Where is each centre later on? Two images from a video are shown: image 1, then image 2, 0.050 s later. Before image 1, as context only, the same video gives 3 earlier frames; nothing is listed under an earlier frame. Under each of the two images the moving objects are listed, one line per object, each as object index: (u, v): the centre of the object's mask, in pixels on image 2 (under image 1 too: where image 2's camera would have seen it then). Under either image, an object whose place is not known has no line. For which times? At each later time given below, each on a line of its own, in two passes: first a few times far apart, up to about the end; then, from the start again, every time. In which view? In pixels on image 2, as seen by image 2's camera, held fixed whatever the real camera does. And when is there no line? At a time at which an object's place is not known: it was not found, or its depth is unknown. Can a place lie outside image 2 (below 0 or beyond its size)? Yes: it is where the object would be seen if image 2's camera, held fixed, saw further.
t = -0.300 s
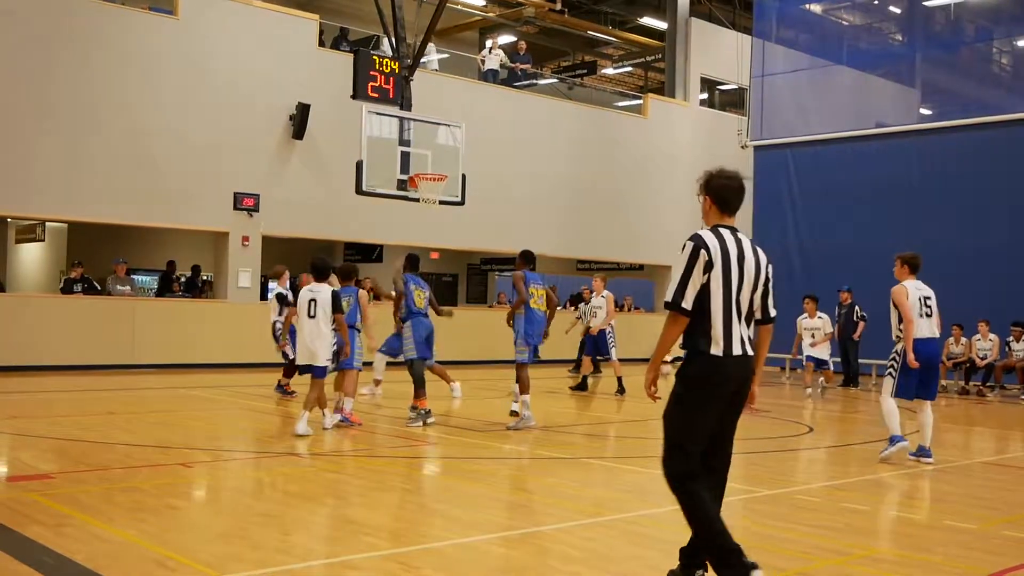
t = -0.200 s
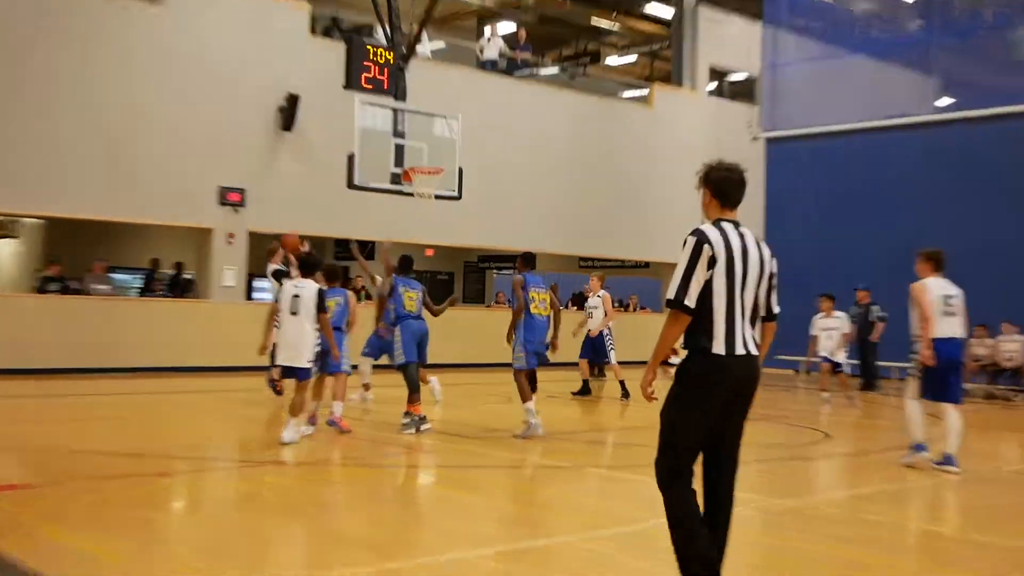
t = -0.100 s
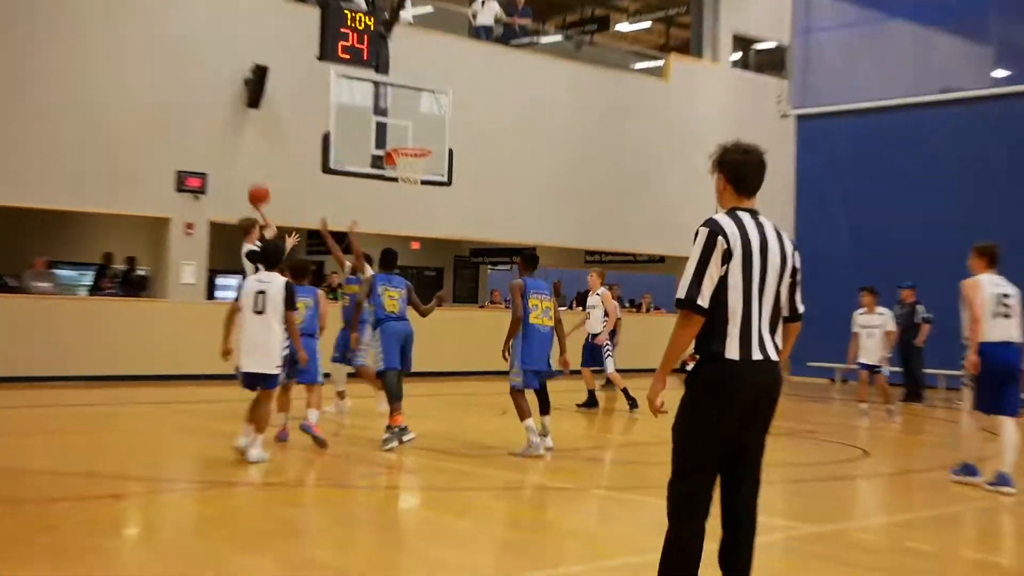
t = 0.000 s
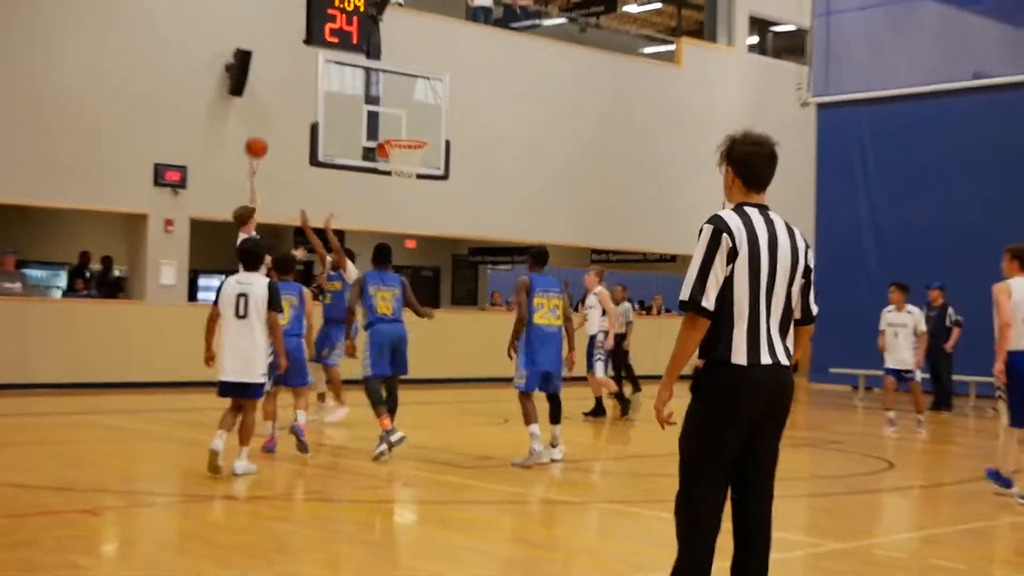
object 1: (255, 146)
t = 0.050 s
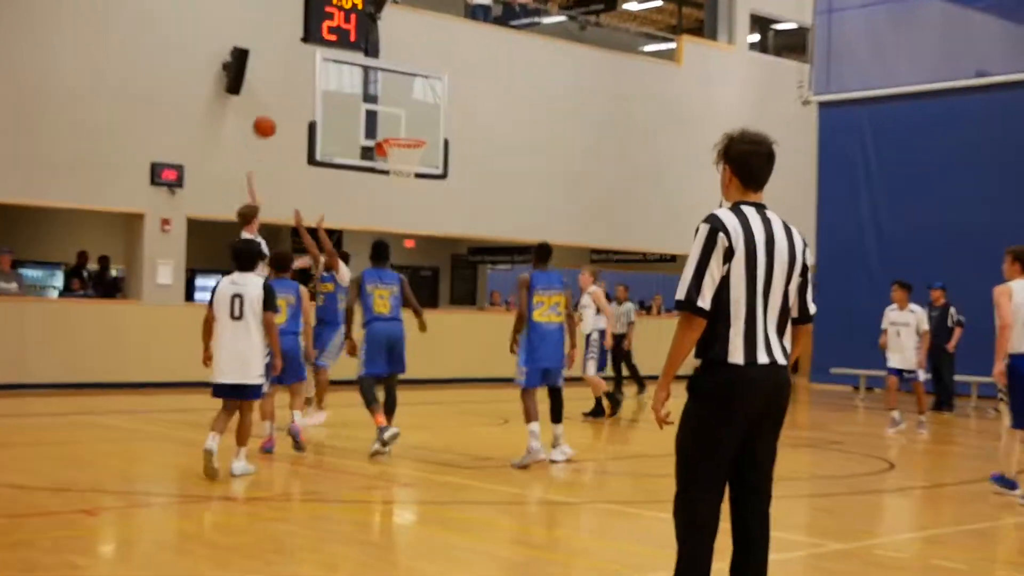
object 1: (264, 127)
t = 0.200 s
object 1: (296, 83)
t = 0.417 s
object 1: (339, 58)
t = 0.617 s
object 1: (375, 74)
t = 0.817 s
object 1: (410, 124)
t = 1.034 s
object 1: (400, 129)
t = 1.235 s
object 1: (405, 127)
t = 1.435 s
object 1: (414, 128)
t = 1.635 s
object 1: (415, 130)
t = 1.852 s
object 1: (403, 133)
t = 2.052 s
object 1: (389, 161)
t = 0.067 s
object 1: (268, 121)
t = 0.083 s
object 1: (271, 115)
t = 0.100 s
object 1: (275, 110)
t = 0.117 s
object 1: (279, 104)
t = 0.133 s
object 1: (282, 99)
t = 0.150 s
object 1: (285, 95)
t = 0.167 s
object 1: (289, 91)
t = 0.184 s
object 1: (293, 86)
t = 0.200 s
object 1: (296, 83)
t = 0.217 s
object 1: (299, 79)
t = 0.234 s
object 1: (302, 76)
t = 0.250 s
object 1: (306, 74)
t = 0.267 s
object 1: (309, 71)
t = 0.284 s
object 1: (313, 69)
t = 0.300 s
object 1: (316, 67)
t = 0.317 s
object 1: (319, 65)
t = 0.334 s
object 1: (323, 63)
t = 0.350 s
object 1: (326, 61)
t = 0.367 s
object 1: (329, 60)
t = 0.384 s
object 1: (332, 60)
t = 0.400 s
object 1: (336, 59)
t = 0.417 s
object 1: (339, 58)
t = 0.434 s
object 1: (342, 58)
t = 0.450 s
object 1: (345, 58)
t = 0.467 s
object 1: (348, 59)
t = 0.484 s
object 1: (351, 59)
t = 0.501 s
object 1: (354, 60)
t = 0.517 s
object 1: (357, 61)
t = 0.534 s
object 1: (360, 63)
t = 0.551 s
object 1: (363, 65)
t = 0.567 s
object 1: (367, 67)
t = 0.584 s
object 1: (369, 69)
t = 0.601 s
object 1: (371, 72)
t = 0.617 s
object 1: (375, 74)
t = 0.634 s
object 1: (378, 77)
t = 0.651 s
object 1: (381, 79)
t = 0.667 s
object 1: (383, 83)
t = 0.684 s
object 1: (387, 87)
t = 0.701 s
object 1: (390, 91)
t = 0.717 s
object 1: (393, 95)
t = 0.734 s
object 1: (396, 99)
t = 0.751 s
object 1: (399, 104)
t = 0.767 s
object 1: (402, 109)
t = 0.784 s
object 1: (404, 114)
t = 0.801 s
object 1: (407, 119)
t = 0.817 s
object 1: (410, 124)
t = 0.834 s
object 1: (412, 129)
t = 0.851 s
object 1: (413, 130)
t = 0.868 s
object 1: (411, 130)
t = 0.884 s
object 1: (410, 129)
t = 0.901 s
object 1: (409, 128)
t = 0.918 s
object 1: (408, 128)
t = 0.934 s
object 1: (407, 127)
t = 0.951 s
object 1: (406, 127)
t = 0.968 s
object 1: (405, 127)
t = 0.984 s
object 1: (403, 127)
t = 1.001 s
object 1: (402, 128)
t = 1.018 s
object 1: (401, 128)
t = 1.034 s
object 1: (400, 129)
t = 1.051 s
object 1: (399, 130)
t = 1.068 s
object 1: (398, 130)
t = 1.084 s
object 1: (398, 129)
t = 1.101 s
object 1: (398, 129)
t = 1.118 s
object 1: (397, 129)
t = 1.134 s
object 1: (398, 128)
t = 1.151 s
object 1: (399, 128)
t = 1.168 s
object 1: (400, 127)
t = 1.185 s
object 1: (401, 127)
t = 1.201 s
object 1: (403, 127)
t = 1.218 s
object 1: (404, 127)
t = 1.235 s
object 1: (405, 127)
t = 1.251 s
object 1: (407, 127)
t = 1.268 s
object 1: (408, 128)
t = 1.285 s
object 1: (409, 128)
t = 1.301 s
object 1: (410, 129)
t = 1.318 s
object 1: (411, 129)
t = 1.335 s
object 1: (412, 130)
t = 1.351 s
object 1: (412, 129)
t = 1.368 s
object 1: (412, 129)
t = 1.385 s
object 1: (413, 129)
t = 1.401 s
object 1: (413, 129)
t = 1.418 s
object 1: (414, 128)
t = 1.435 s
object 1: (414, 128)
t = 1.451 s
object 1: (414, 129)
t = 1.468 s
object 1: (414, 129)
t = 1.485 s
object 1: (415, 130)
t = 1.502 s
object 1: (416, 130)
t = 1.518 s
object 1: (416, 131)
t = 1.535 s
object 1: (416, 131)
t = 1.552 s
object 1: (416, 131)
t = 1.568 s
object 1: (415, 130)
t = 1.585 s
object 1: (415, 130)
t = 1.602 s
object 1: (415, 130)
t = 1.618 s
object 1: (415, 130)
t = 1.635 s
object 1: (415, 130)
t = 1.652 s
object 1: (415, 131)
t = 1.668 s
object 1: (415, 131)
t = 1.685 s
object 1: (414, 131)
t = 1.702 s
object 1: (413, 131)
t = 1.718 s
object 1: (412, 131)
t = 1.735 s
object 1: (411, 131)
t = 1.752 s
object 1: (410, 131)
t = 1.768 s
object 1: (409, 131)
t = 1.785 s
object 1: (408, 132)
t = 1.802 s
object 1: (407, 131)
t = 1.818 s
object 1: (405, 131)
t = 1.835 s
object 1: (405, 132)
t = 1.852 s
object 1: (403, 133)
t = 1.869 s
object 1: (402, 133)
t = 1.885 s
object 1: (401, 134)
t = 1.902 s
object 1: (399, 141)
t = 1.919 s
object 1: (399, 143)
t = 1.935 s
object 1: (397, 147)
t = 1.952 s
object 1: (396, 148)
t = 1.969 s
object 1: (395, 150)
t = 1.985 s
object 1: (394, 152)
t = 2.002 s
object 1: (391, 153)
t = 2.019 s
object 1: (390, 155)
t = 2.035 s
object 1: (390, 159)
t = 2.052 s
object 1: (389, 161)
